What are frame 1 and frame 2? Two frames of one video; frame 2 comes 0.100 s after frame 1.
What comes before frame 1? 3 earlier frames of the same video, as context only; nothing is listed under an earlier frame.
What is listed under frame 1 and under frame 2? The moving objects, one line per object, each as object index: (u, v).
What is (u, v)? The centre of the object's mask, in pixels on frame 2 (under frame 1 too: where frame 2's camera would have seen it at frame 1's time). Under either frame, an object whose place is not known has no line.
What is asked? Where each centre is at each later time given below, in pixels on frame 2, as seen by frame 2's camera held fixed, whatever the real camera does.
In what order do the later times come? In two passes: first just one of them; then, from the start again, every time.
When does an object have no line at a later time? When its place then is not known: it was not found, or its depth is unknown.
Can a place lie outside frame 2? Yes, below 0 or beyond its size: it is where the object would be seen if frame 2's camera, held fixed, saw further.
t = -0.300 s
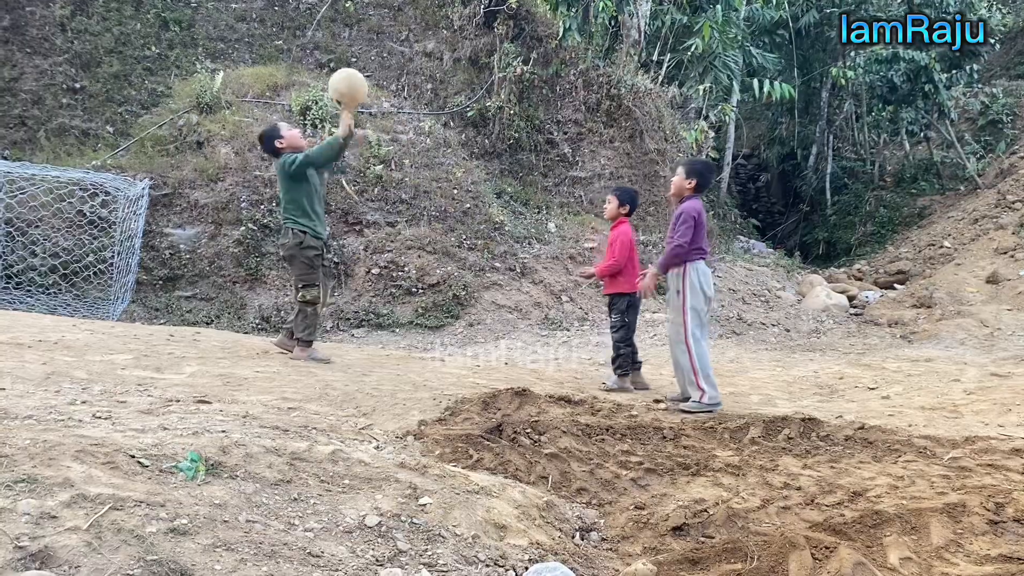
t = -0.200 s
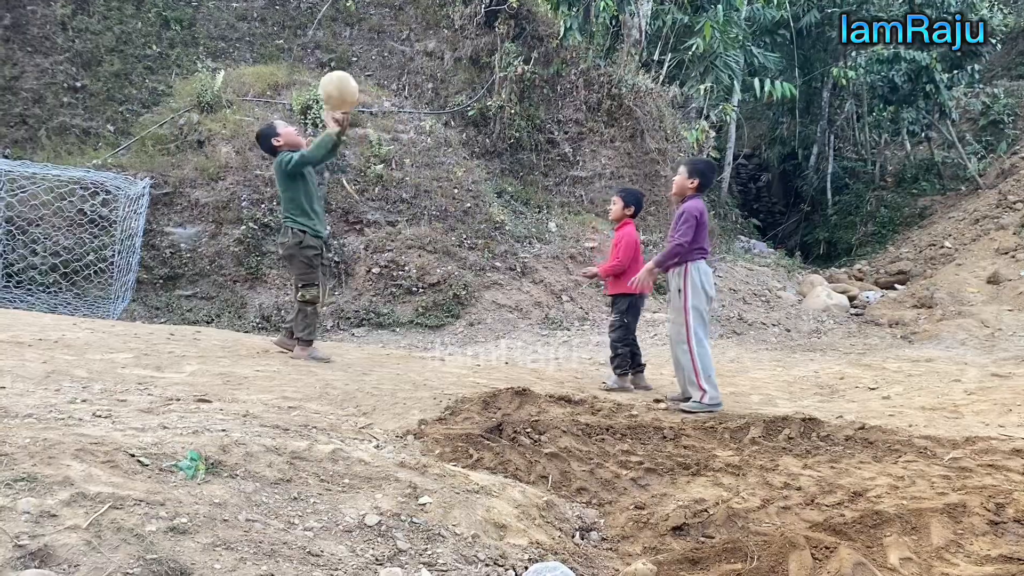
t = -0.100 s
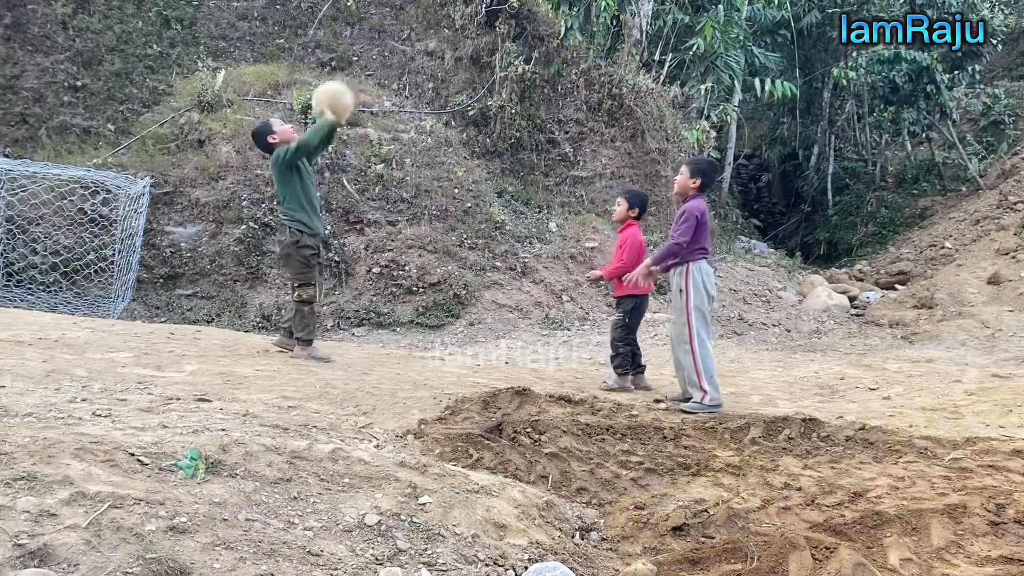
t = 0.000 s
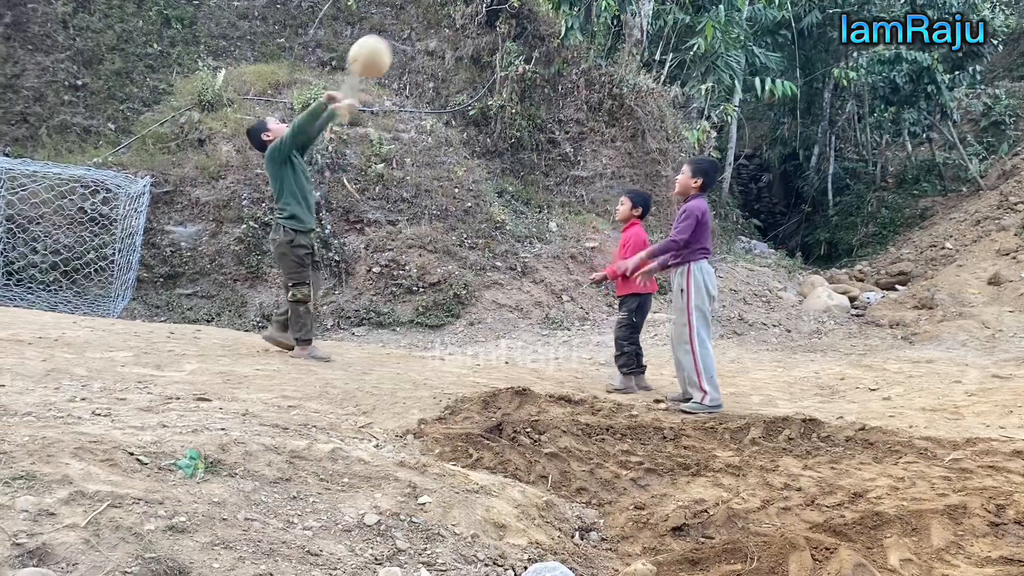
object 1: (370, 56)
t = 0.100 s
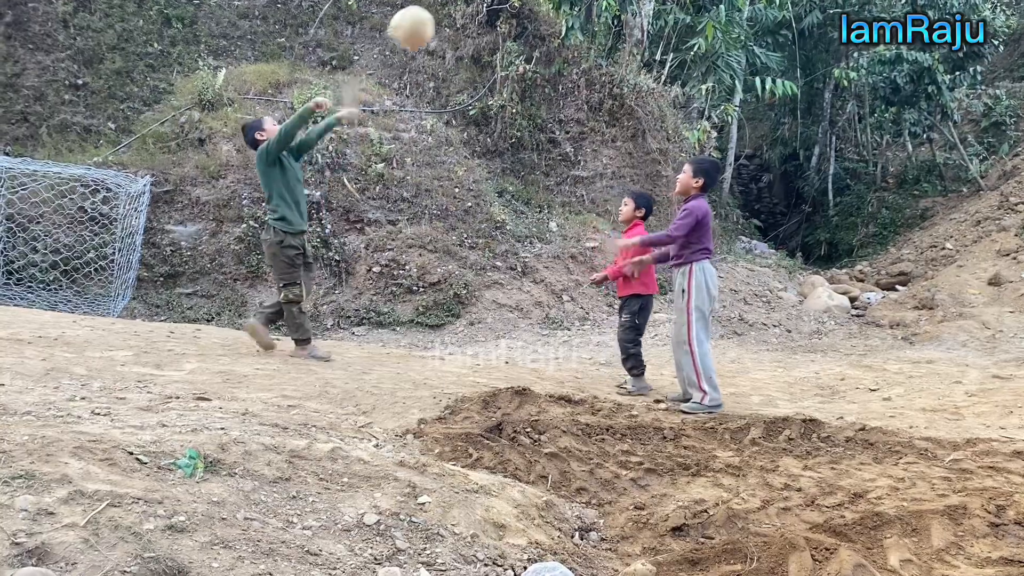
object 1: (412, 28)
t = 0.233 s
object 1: (471, 19)
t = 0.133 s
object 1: (427, 22)
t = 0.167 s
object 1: (442, 19)
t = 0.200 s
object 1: (456, 18)
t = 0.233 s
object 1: (471, 19)
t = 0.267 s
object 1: (487, 21)
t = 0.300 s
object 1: (501, 27)
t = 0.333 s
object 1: (517, 35)
